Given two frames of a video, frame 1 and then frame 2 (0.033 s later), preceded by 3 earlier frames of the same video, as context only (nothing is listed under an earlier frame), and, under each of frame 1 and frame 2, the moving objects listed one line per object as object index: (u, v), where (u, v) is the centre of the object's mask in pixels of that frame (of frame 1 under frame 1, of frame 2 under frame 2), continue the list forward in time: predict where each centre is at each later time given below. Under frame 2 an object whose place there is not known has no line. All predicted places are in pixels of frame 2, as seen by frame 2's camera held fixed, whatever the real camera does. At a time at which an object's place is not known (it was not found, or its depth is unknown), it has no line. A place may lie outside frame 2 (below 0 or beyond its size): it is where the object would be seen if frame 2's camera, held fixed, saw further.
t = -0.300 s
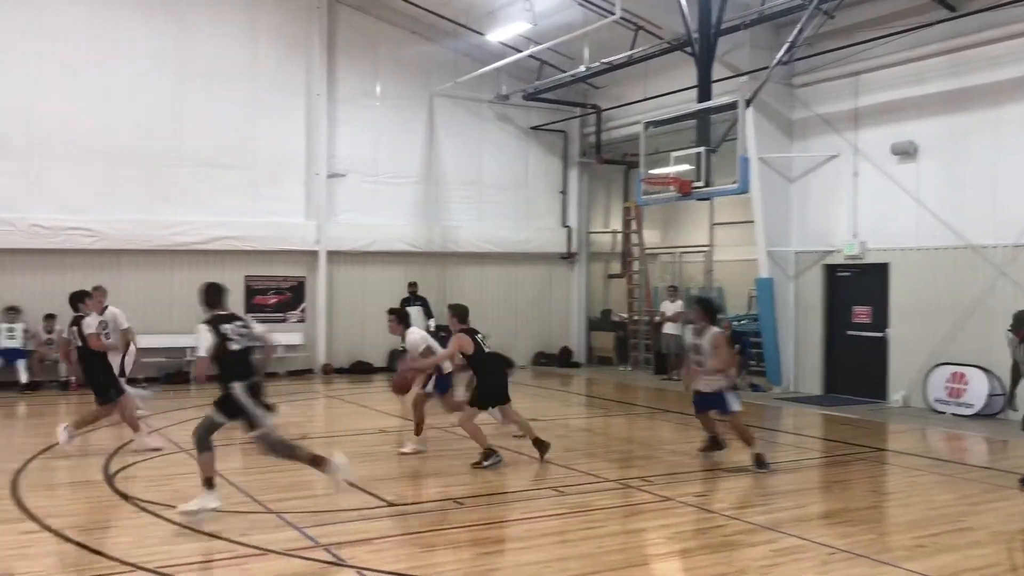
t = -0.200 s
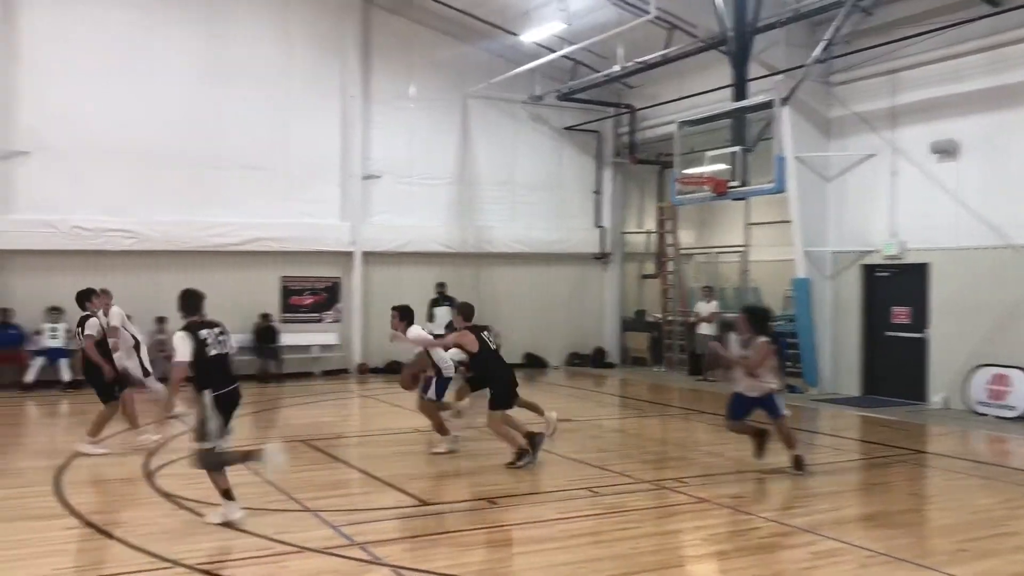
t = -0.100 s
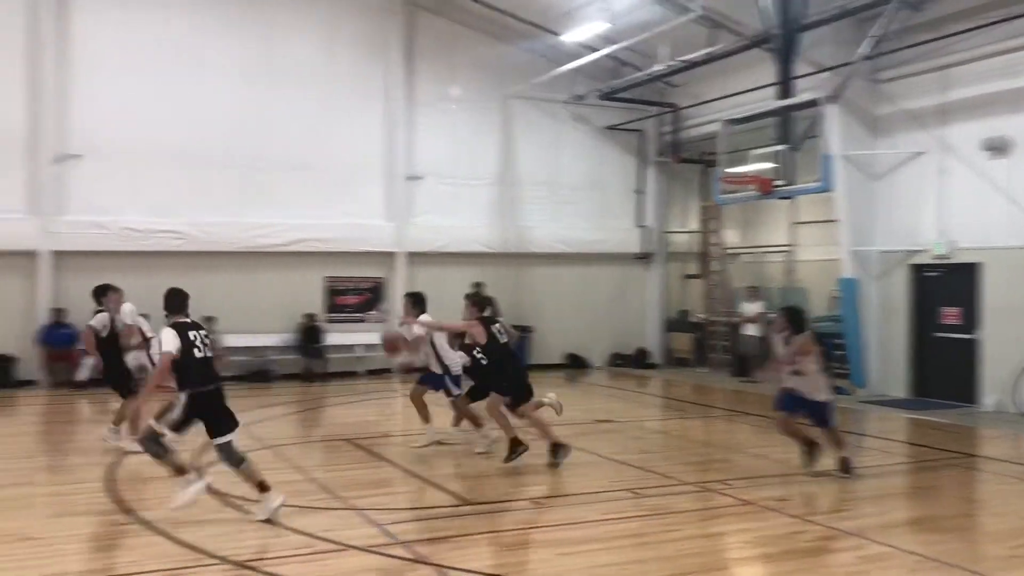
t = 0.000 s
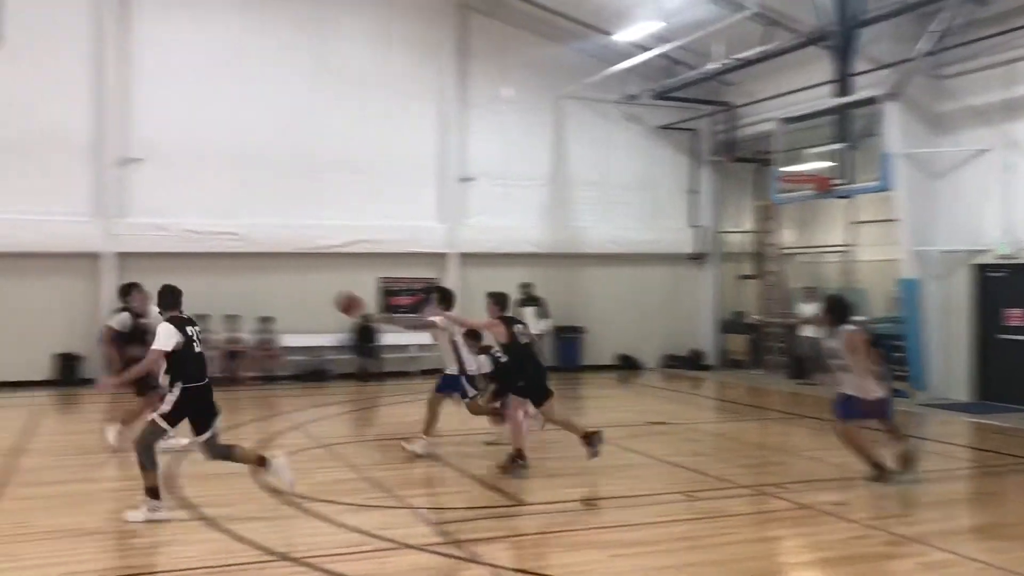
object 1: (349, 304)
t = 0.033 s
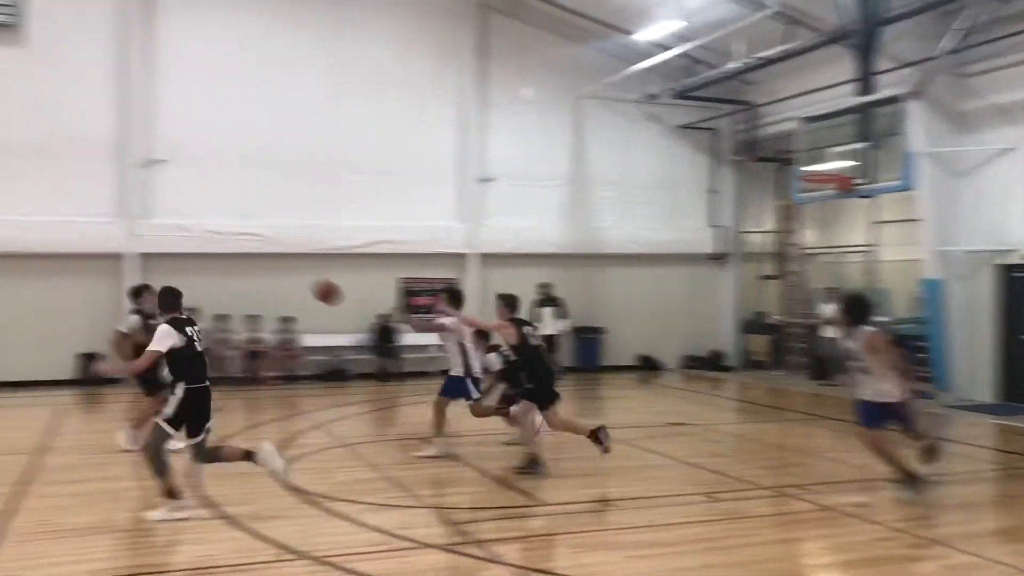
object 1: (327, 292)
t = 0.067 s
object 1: (284, 281)
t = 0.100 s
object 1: (239, 270)
